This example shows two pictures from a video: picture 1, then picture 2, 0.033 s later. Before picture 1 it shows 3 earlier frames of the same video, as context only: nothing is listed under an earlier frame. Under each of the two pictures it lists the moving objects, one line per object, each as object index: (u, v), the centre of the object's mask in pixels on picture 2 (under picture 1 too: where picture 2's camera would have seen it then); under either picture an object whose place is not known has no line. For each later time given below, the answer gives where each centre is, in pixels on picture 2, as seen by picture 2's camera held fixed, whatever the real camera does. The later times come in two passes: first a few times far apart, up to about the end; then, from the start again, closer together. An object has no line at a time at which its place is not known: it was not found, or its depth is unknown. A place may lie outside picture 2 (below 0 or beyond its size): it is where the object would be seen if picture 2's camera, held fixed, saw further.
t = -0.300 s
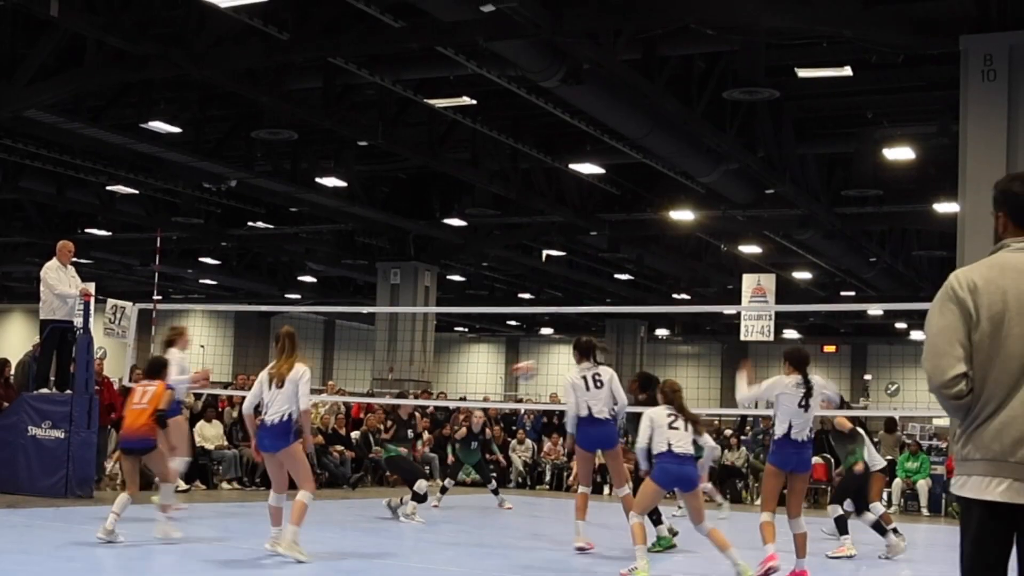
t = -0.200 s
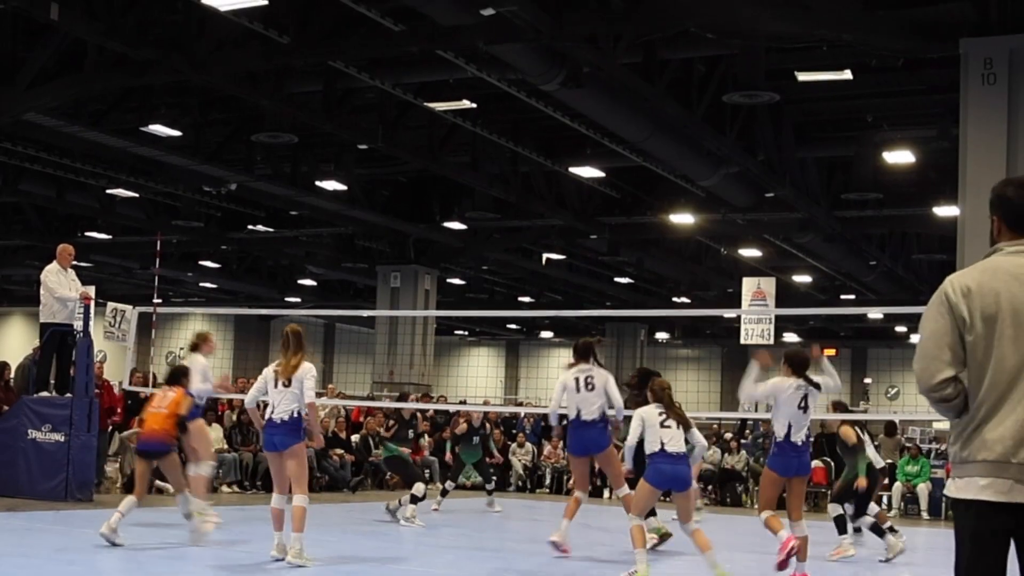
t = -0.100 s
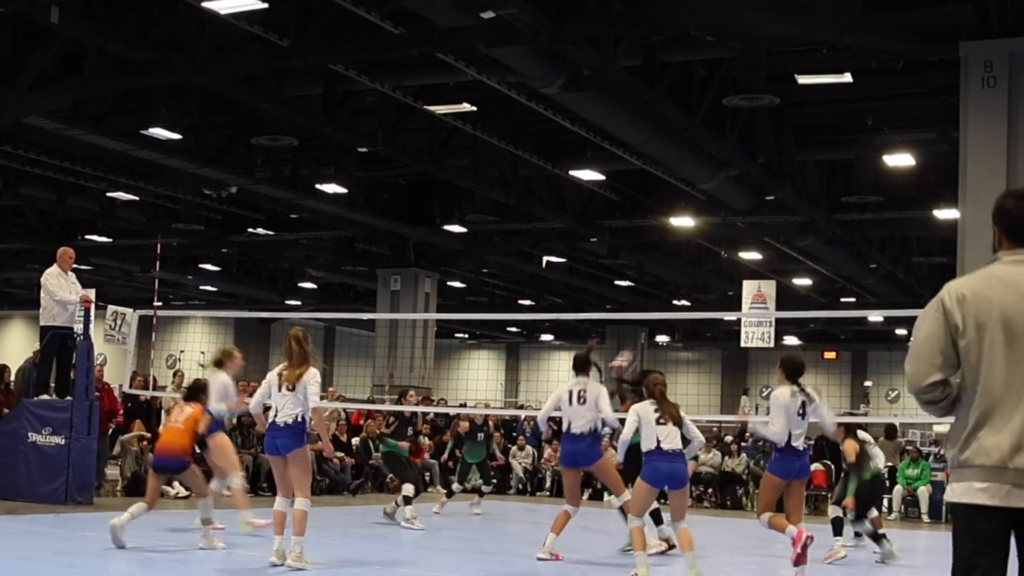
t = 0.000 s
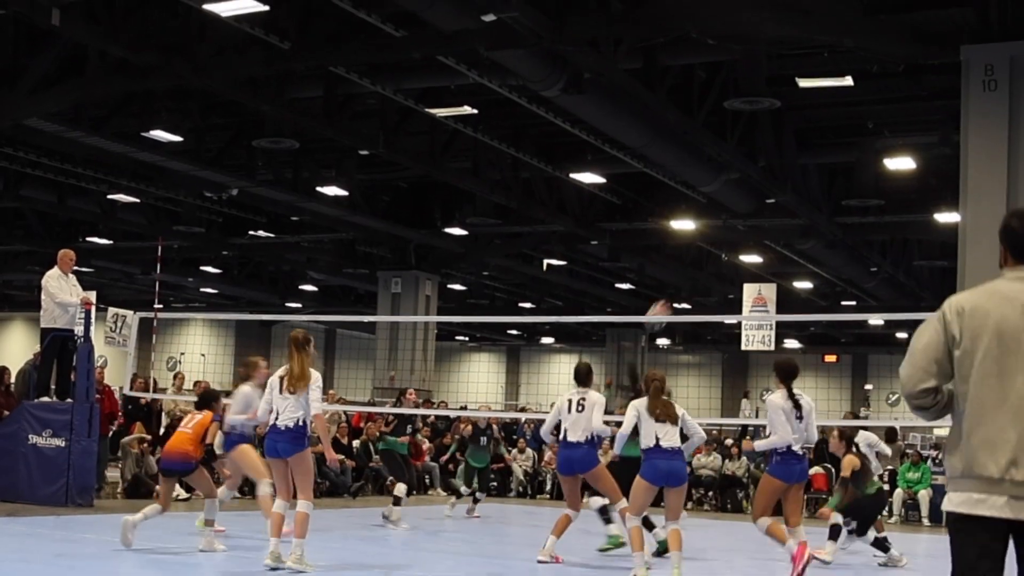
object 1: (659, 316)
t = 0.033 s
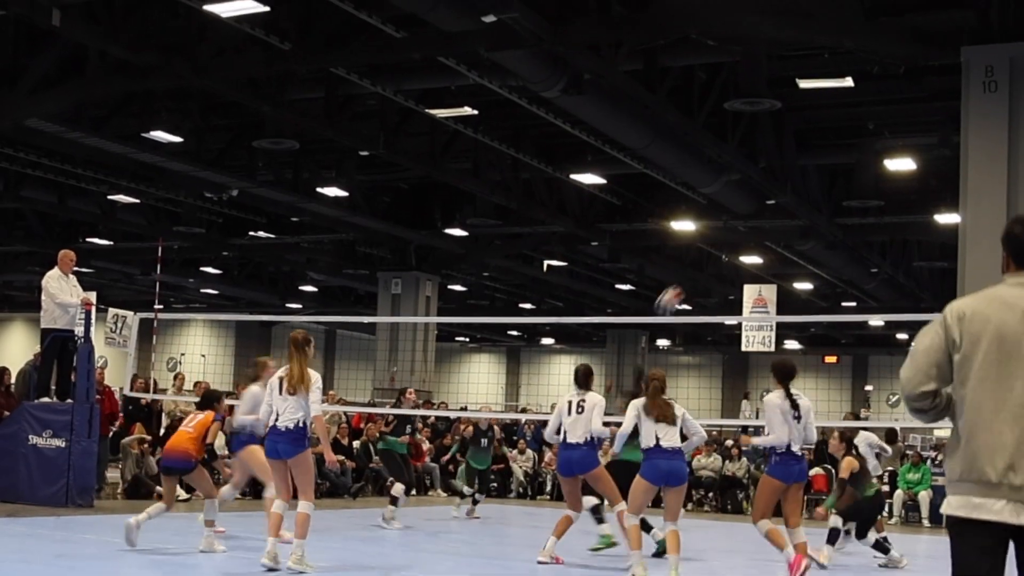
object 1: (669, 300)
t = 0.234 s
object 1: (738, 229)
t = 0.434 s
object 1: (809, 196)
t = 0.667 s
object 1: (893, 214)
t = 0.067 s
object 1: (681, 287)
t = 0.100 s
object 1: (692, 273)
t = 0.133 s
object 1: (704, 260)
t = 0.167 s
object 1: (715, 249)
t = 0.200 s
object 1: (727, 238)
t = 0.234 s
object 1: (738, 229)
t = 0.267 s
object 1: (750, 220)
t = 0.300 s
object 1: (762, 213)
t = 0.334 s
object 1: (773, 207)
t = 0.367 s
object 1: (784, 203)
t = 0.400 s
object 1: (797, 199)
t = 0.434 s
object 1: (809, 196)
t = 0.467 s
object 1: (821, 196)
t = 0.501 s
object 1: (832, 195)
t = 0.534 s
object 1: (845, 197)
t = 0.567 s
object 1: (856, 199)
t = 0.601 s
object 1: (868, 202)
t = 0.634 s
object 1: (880, 207)
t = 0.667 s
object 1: (893, 214)
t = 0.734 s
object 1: (916, 230)
